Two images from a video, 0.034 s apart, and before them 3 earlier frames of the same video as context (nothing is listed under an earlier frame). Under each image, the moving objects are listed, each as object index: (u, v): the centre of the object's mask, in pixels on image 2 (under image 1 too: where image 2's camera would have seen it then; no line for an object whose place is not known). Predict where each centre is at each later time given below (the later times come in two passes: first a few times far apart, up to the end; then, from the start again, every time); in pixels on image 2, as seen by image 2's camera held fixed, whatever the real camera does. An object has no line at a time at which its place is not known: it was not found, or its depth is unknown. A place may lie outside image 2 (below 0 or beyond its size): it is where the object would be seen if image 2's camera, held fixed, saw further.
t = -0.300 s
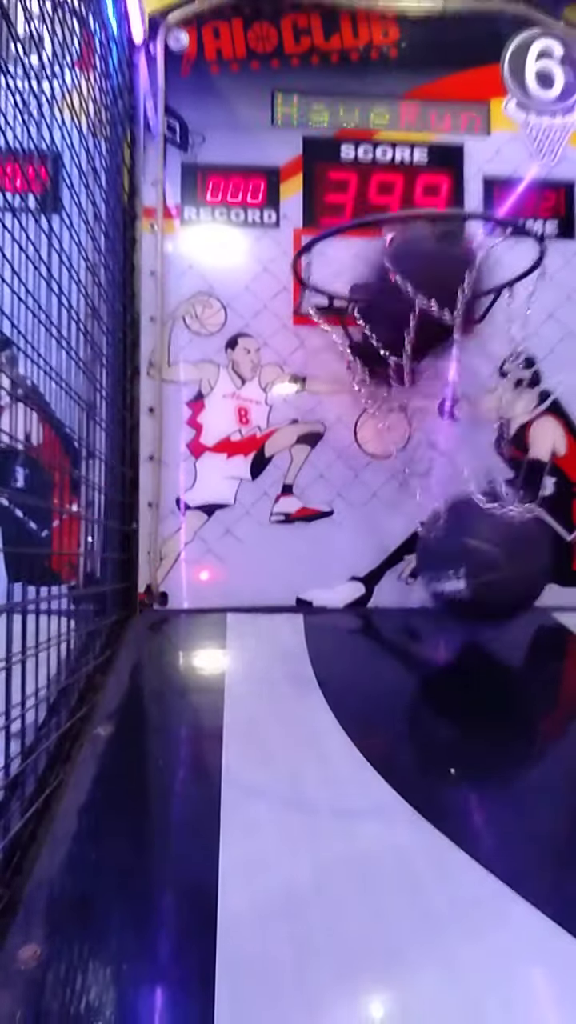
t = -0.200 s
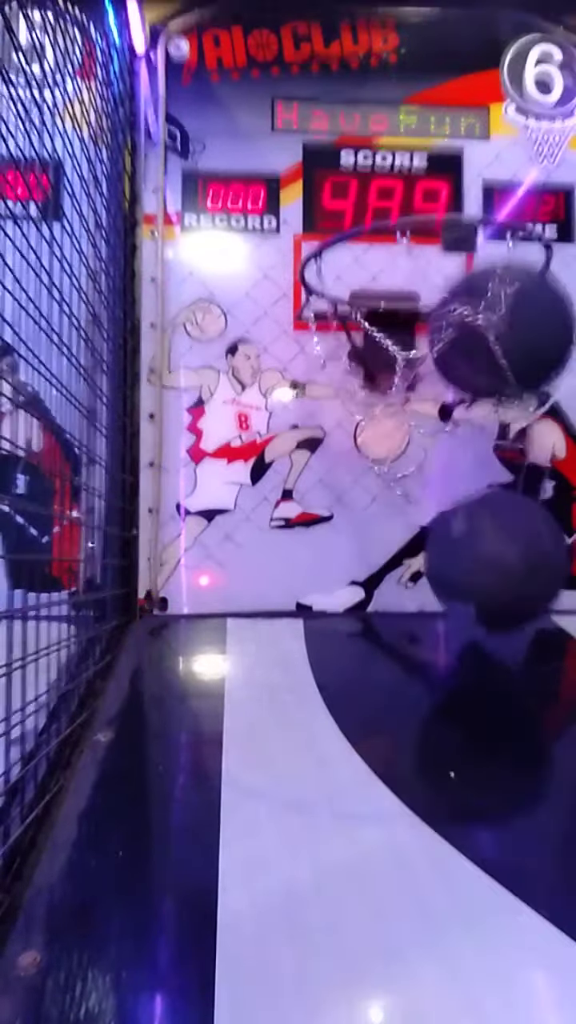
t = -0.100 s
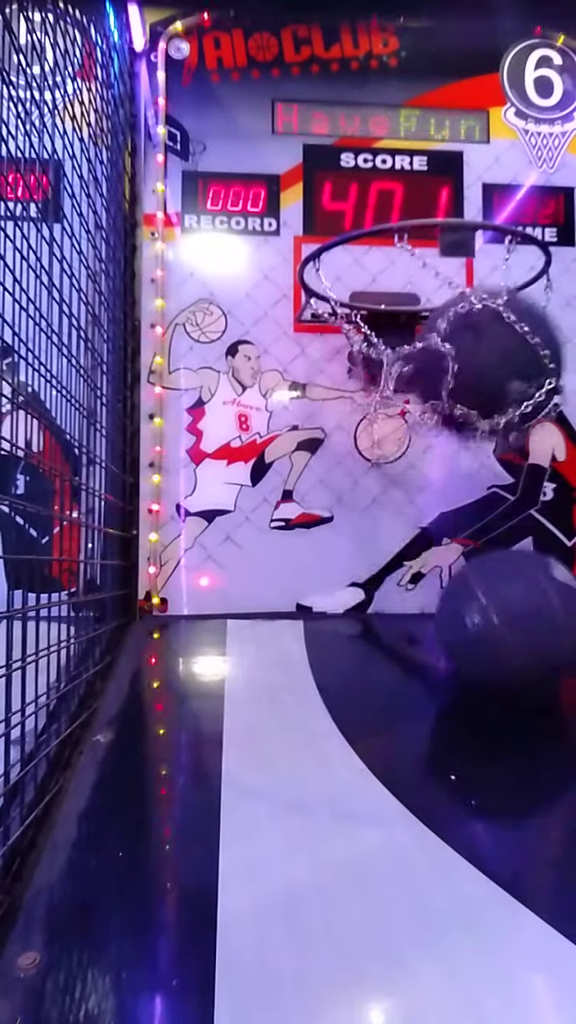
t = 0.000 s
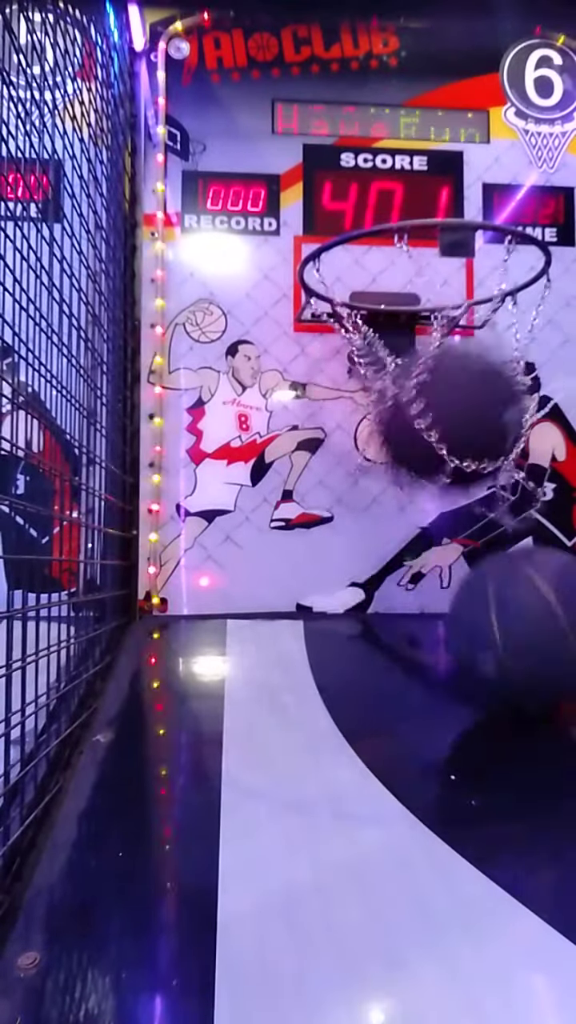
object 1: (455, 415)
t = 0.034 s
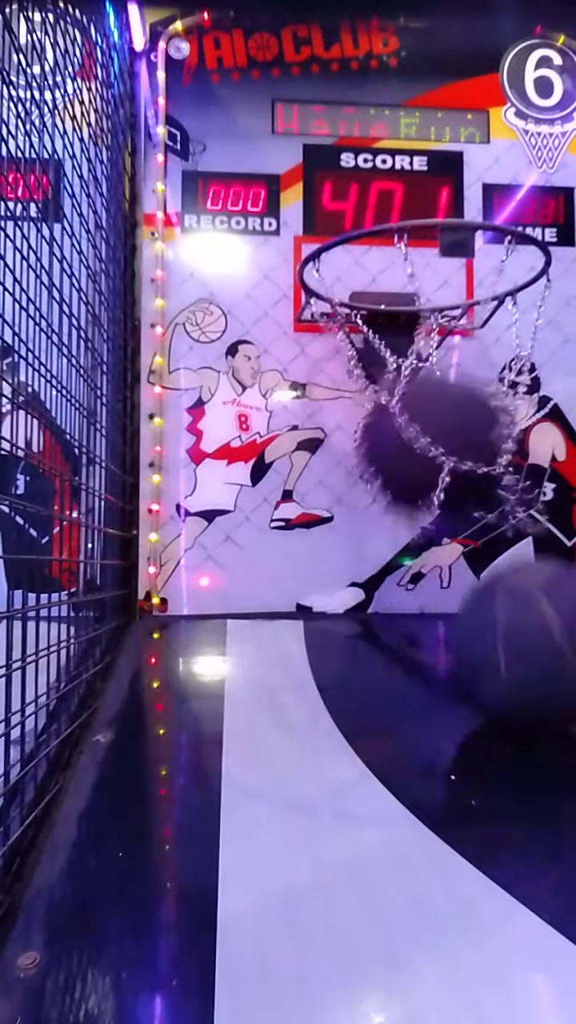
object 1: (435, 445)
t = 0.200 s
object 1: (374, 604)
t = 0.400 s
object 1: (326, 544)
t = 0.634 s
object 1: (269, 597)
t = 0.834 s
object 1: (211, 656)
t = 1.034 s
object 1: (129, 755)
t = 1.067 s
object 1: (130, 779)
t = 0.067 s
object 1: (422, 473)
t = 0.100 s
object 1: (409, 507)
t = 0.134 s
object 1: (398, 541)
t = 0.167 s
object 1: (384, 590)
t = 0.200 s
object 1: (374, 604)
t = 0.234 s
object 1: (366, 577)
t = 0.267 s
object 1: (357, 554)
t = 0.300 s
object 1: (350, 541)
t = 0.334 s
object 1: (342, 535)
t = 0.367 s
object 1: (335, 537)
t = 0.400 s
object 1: (326, 544)
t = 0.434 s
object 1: (318, 560)
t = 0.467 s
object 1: (310, 584)
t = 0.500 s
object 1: (301, 620)
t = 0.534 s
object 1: (293, 621)
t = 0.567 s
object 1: (286, 604)
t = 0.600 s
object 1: (278, 598)
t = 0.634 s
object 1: (269, 597)
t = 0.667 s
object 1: (261, 605)
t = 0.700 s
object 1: (253, 623)
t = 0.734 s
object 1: (241, 654)
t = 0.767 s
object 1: (232, 662)
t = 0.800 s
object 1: (222, 653)
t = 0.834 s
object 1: (211, 656)
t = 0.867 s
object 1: (200, 668)
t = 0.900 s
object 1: (186, 695)
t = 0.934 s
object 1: (173, 722)
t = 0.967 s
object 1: (160, 723)
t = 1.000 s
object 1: (145, 735)
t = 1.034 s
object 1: (129, 755)
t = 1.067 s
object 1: (130, 779)
